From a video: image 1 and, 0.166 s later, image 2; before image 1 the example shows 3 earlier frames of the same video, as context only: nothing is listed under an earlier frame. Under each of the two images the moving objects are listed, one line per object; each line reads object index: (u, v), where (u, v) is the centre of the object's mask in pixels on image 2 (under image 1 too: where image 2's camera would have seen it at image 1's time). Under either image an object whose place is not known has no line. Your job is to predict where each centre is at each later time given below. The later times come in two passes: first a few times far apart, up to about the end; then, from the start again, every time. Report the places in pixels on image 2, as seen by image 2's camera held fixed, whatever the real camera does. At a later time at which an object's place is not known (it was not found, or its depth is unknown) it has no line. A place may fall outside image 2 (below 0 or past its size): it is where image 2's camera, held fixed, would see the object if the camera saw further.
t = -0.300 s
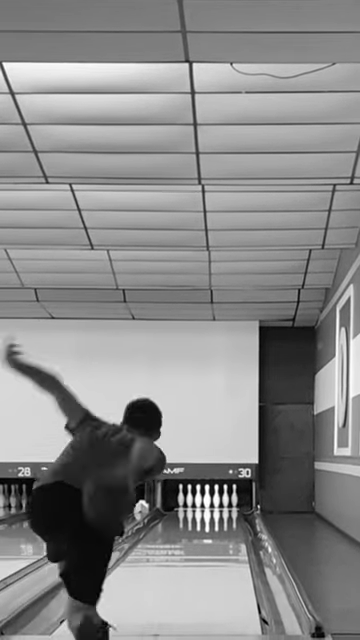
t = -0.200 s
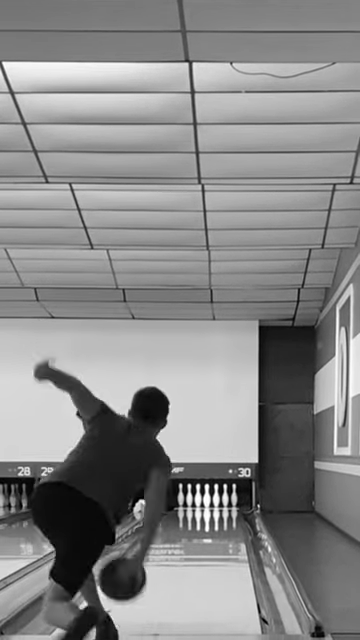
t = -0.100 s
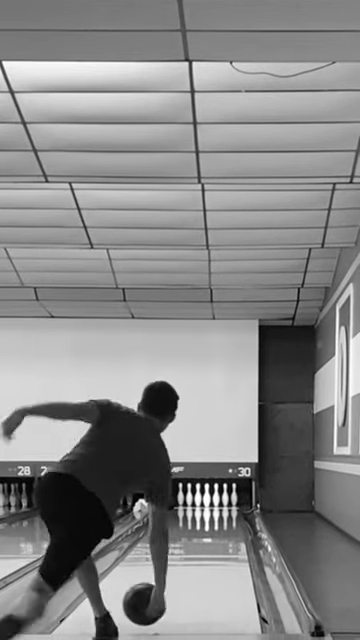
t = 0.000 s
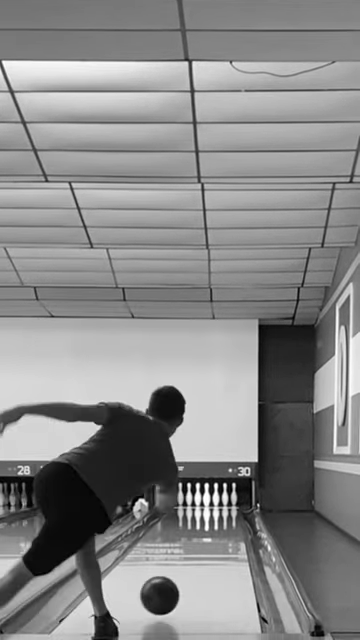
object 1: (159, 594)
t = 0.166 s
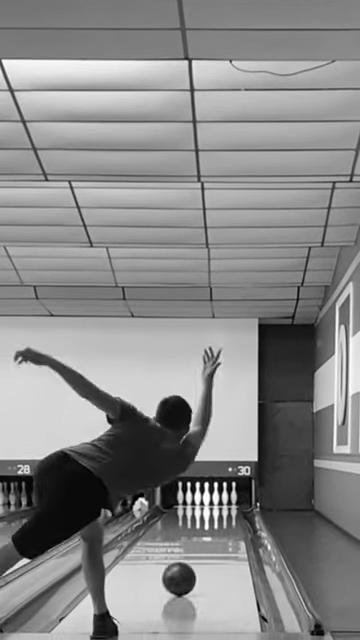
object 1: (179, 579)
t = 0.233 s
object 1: (185, 571)
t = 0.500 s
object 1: (204, 551)
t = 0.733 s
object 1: (216, 540)
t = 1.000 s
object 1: (224, 528)
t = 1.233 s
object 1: (229, 522)
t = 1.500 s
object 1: (230, 516)
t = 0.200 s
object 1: (182, 575)
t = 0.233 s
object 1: (185, 571)
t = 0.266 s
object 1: (188, 568)
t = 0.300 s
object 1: (191, 566)
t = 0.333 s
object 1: (193, 563)
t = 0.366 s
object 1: (196, 561)
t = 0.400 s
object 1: (198, 558)
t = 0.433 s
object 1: (201, 557)
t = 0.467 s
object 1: (202, 553)
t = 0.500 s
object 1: (204, 551)
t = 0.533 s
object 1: (206, 550)
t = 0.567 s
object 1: (207, 548)
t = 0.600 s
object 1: (209, 547)
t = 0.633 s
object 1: (211, 545)
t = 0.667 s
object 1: (212, 543)
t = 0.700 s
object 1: (214, 541)
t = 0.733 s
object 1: (216, 540)
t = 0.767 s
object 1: (217, 538)
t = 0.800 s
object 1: (218, 537)
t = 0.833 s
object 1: (219, 535)
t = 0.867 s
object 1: (220, 534)
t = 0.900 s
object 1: (222, 533)
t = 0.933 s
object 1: (223, 531)
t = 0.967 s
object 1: (223, 530)
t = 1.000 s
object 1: (224, 528)
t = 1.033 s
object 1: (226, 527)
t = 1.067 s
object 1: (226, 526)
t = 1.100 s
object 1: (227, 525)
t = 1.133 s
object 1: (227, 525)
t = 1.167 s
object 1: (228, 523)
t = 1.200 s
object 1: (228, 523)
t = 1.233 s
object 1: (229, 522)
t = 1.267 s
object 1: (229, 521)
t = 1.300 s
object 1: (229, 520)
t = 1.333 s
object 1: (229, 519)
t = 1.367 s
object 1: (230, 519)
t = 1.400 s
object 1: (230, 518)
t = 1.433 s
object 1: (230, 517)
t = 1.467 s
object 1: (230, 516)
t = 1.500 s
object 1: (230, 516)
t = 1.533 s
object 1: (230, 514)
